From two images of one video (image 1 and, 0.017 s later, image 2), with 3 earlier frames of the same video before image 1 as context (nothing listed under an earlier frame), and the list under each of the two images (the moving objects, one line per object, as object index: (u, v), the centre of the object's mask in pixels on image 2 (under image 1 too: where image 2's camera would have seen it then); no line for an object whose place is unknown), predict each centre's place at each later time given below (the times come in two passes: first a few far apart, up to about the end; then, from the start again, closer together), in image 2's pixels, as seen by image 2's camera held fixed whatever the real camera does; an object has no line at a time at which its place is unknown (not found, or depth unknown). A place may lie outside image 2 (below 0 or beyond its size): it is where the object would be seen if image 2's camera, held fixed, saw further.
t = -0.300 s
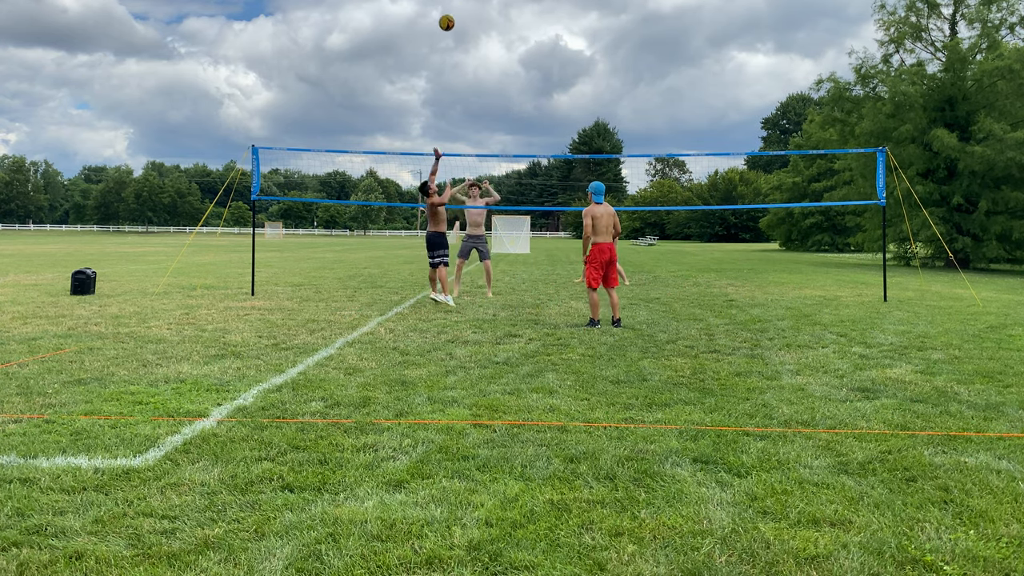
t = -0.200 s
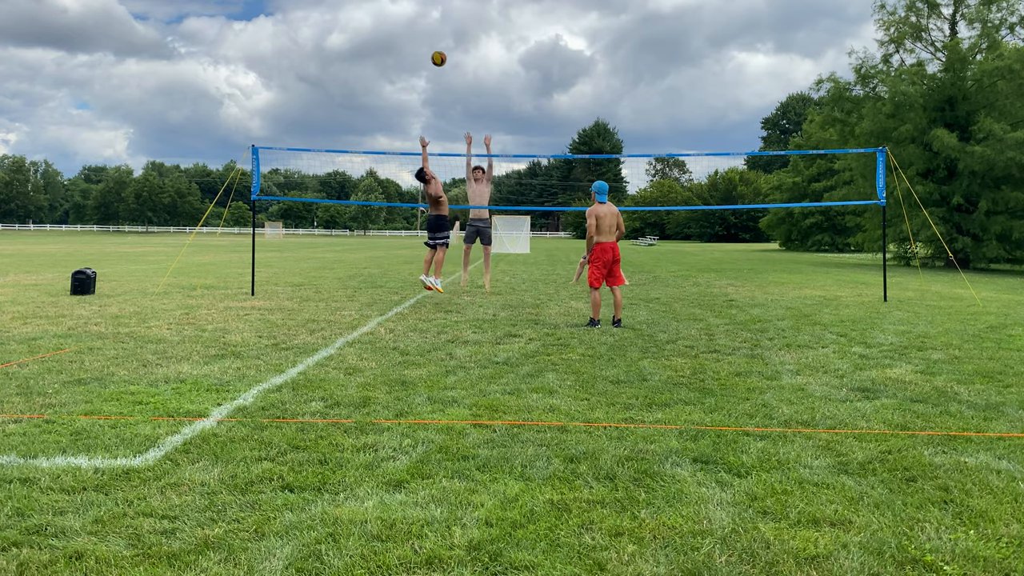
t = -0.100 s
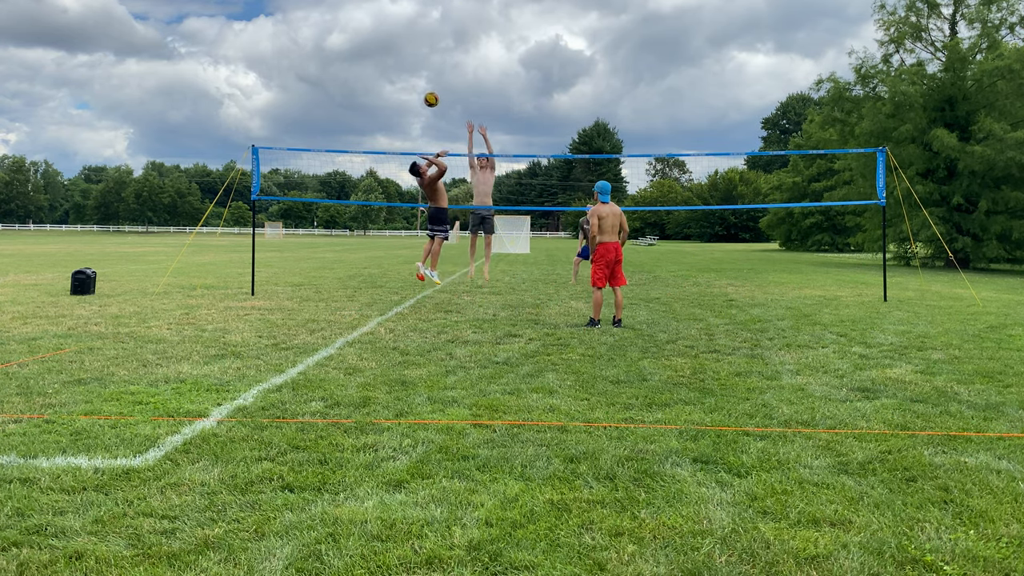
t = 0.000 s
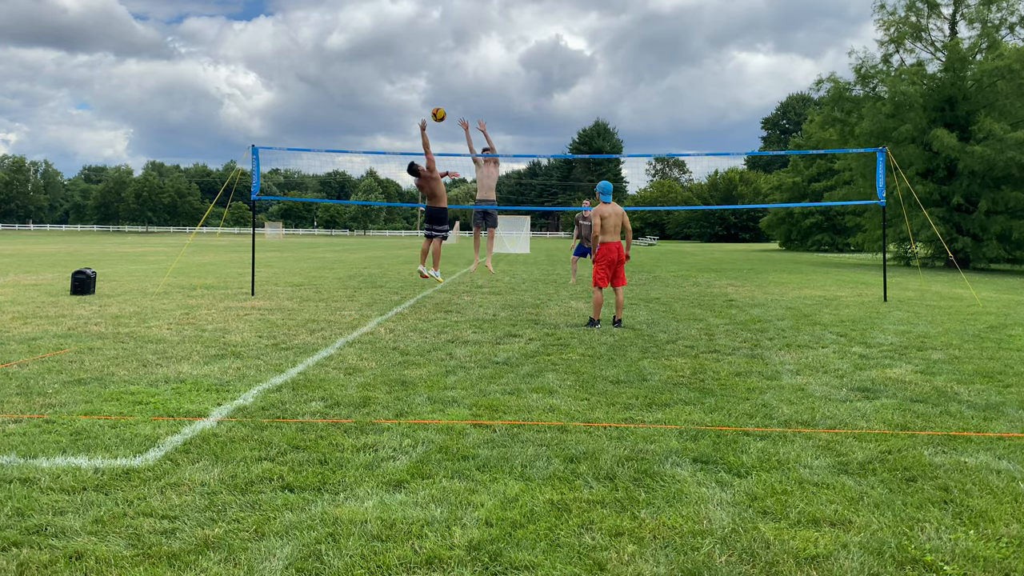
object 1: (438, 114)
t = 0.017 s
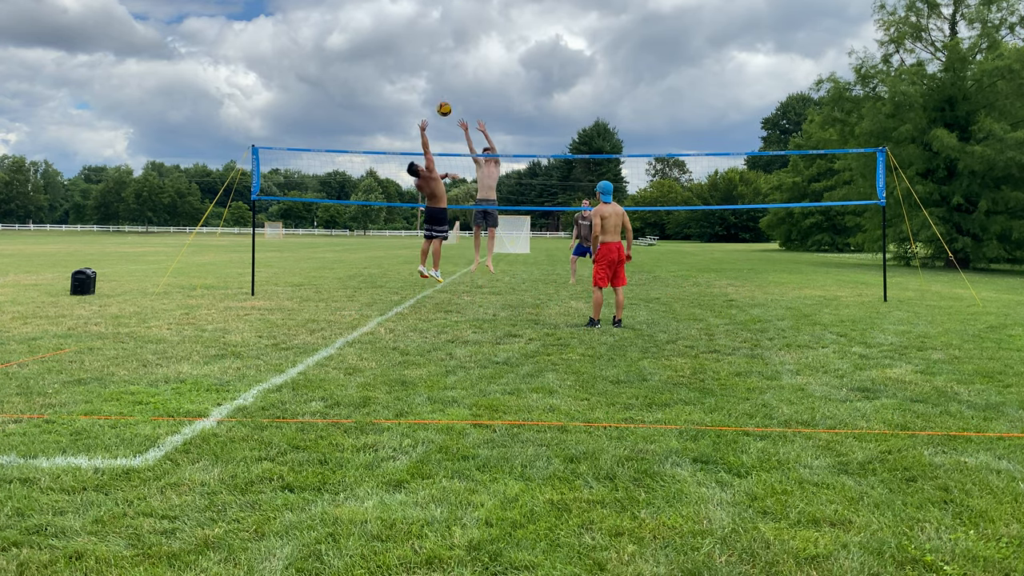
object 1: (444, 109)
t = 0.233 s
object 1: (511, 56)
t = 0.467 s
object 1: (577, 39)
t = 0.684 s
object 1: (631, 55)
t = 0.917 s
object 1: (682, 101)
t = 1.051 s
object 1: (709, 140)
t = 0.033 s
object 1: (449, 103)
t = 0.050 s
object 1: (455, 98)
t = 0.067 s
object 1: (460, 93)
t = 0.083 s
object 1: (465, 88)
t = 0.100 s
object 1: (470, 84)
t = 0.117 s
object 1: (476, 79)
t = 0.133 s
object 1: (481, 75)
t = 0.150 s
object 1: (486, 72)
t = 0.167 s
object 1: (491, 68)
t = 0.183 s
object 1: (496, 65)
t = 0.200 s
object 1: (501, 61)
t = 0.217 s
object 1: (506, 58)
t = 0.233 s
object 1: (511, 56)
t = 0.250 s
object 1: (516, 53)
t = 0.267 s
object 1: (521, 51)
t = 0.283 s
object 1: (526, 49)
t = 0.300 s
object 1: (531, 47)
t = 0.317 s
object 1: (535, 45)
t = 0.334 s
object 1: (540, 44)
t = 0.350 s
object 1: (545, 43)
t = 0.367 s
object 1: (550, 41)
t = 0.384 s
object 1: (554, 41)
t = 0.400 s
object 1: (559, 40)
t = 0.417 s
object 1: (563, 39)
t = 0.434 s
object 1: (568, 39)
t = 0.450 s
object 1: (572, 39)
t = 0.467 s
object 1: (577, 39)
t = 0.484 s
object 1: (581, 39)
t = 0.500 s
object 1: (586, 40)
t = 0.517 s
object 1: (590, 40)
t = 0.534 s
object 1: (594, 41)
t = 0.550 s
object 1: (598, 42)
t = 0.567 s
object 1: (602, 43)
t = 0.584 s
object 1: (607, 44)
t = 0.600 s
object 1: (611, 45)
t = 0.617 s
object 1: (615, 47)
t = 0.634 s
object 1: (619, 49)
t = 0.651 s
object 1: (623, 51)
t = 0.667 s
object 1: (627, 53)
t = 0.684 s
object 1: (631, 55)
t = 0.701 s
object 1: (635, 58)
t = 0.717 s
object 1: (639, 60)
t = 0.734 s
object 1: (643, 63)
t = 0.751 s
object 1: (646, 65)
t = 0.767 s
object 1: (650, 69)
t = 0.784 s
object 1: (654, 72)
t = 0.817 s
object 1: (661, 78)
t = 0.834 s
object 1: (665, 82)
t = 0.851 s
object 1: (668, 86)
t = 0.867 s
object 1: (672, 89)
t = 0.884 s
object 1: (675, 93)
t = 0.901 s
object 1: (679, 97)
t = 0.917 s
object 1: (682, 101)
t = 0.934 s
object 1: (686, 106)
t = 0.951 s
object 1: (689, 110)
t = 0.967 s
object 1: (692, 115)
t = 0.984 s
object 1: (696, 120)
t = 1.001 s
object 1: (699, 124)
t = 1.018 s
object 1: (702, 130)
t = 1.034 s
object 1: (705, 134)
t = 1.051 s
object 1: (709, 140)
